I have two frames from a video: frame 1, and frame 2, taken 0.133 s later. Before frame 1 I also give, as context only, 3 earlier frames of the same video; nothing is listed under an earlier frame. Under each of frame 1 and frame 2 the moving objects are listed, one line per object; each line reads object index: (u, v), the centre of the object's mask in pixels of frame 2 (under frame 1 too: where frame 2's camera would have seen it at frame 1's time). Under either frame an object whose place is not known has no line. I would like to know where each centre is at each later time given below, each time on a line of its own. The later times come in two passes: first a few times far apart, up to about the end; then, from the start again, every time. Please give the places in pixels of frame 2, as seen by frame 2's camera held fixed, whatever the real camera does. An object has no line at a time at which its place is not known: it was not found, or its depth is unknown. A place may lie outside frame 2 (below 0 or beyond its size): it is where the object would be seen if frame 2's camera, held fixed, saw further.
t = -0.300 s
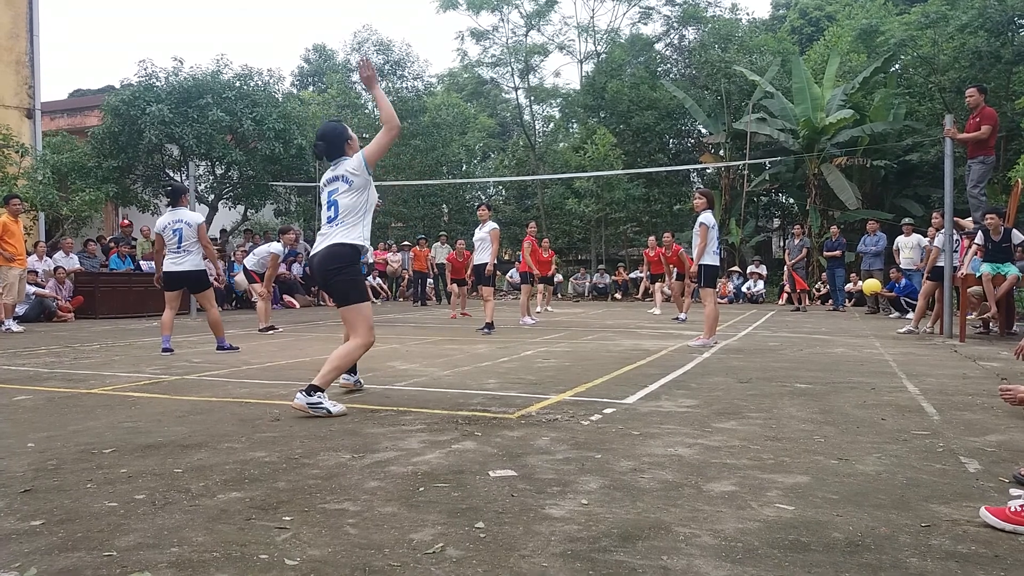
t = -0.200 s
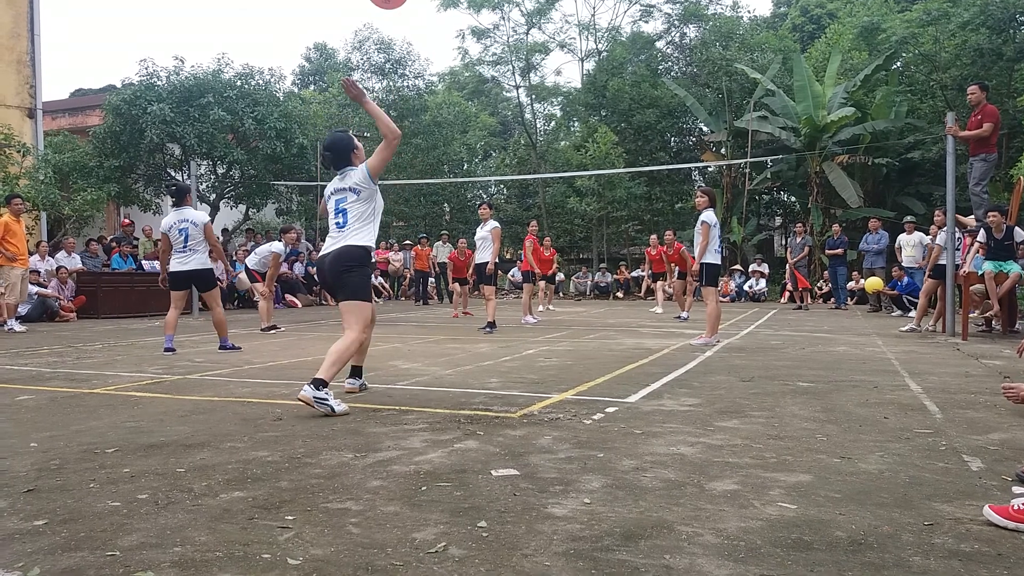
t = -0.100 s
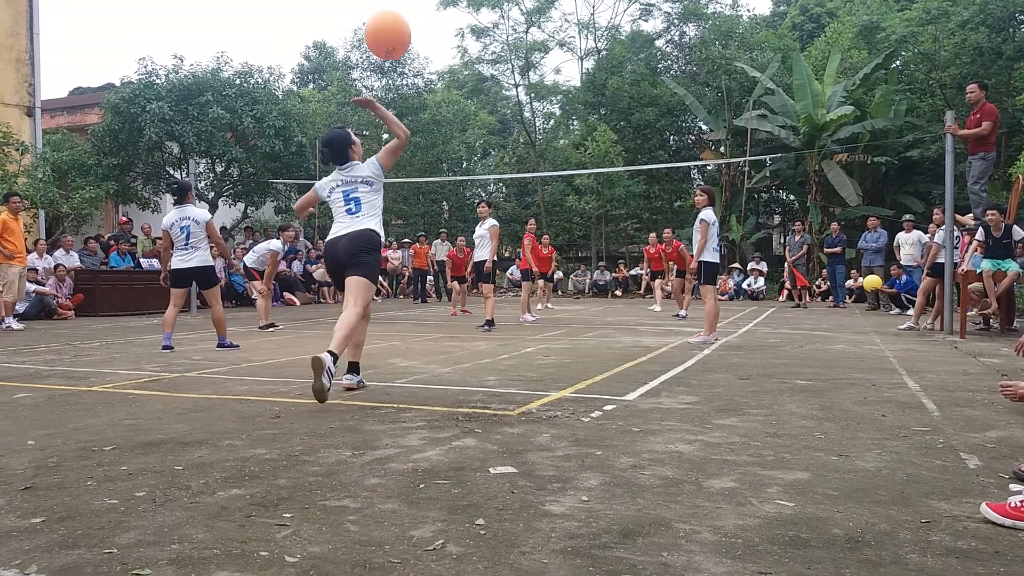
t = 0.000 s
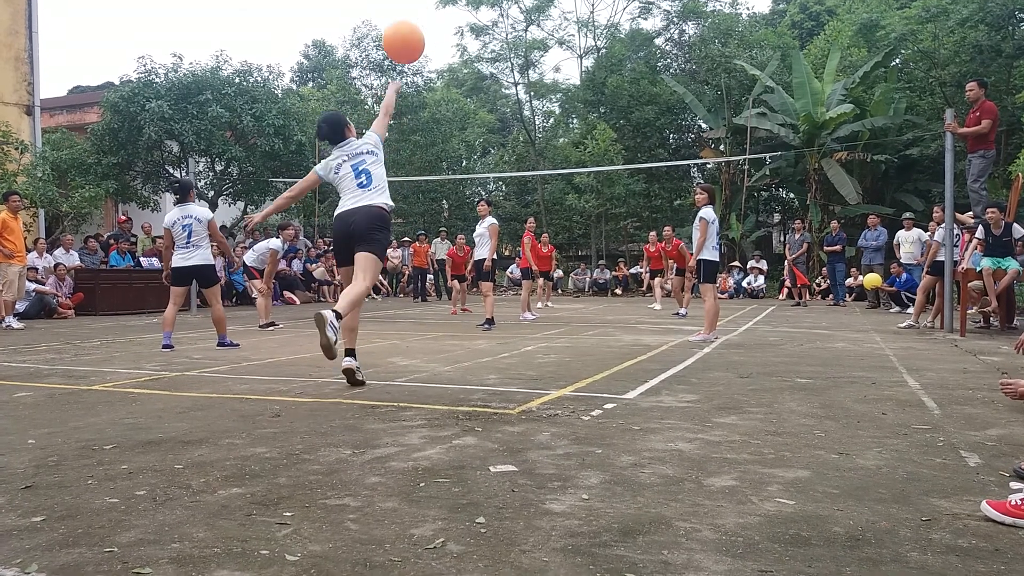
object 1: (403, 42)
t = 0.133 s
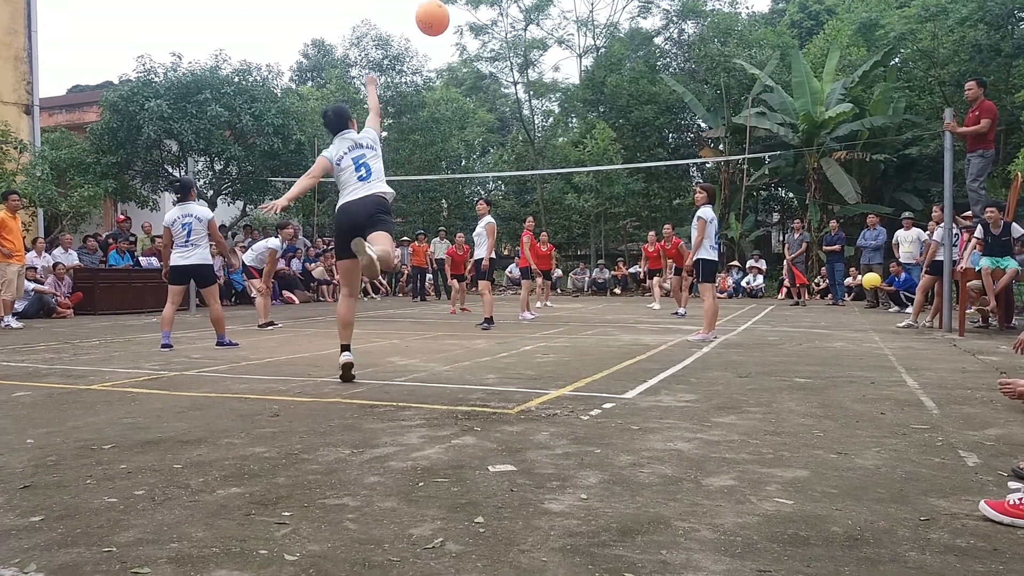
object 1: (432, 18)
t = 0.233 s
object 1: (449, 21)
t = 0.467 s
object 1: (474, 65)
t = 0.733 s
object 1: (491, 147)
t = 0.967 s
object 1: (500, 231)
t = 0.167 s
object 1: (438, 17)
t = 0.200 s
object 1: (443, 18)
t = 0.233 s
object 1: (449, 21)
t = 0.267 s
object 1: (454, 24)
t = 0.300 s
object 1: (458, 29)
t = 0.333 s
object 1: (462, 35)
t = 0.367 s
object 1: (466, 41)
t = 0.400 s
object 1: (469, 48)
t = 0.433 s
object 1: (472, 56)
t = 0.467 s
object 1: (474, 65)
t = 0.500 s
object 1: (477, 73)
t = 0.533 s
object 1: (479, 83)
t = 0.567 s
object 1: (482, 93)
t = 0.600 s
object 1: (484, 103)
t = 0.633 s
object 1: (486, 114)
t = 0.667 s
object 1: (488, 125)
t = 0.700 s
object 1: (490, 136)
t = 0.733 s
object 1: (491, 147)
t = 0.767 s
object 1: (493, 158)
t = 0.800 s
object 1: (494, 167)
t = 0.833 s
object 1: (496, 183)
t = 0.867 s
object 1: (497, 194)
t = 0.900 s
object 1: (498, 206)
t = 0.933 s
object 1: (499, 218)
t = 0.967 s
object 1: (500, 231)
